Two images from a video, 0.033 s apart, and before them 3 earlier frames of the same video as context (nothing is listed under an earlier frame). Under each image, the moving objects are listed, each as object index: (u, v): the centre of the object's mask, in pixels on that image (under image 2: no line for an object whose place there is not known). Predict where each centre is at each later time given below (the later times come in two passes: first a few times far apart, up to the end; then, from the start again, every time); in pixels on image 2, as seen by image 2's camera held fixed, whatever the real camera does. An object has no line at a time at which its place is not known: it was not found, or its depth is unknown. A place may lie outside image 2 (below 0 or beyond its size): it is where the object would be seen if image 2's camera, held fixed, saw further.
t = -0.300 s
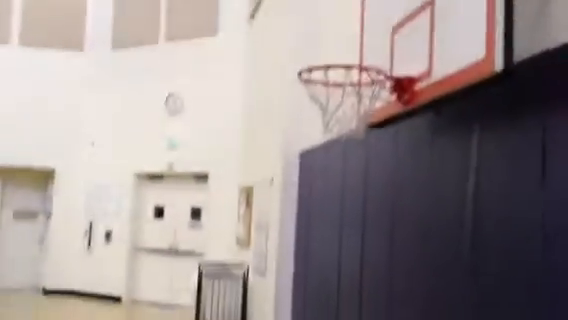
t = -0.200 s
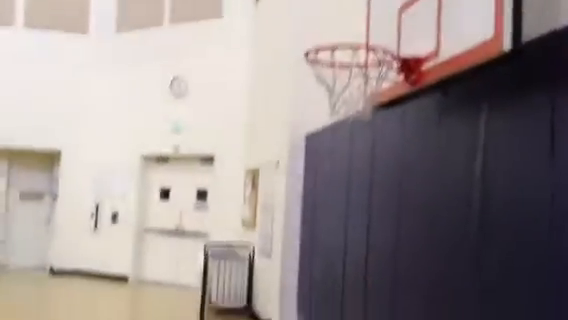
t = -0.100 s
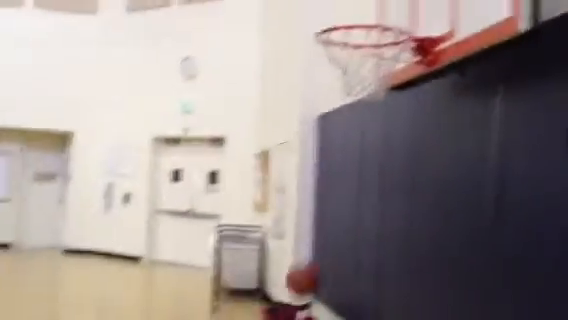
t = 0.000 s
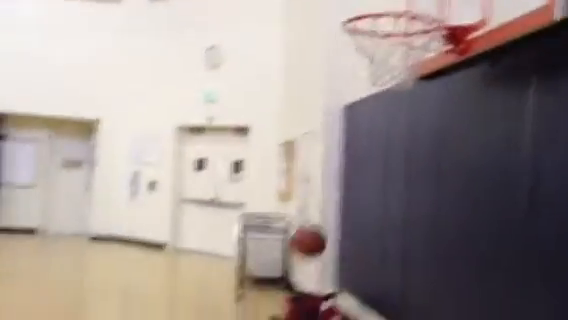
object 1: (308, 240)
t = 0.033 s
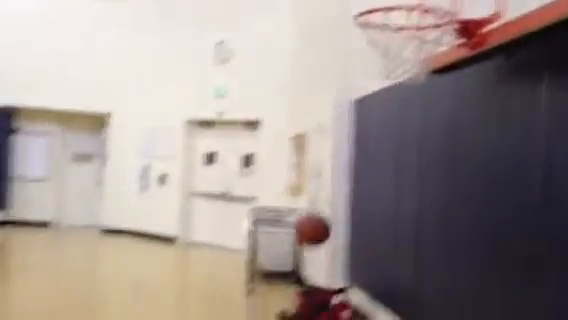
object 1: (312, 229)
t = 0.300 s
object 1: (258, 228)
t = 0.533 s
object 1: (205, 307)
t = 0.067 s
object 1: (306, 224)
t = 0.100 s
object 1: (299, 220)
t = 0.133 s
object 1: (292, 218)
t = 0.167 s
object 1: (286, 217)
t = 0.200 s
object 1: (279, 218)
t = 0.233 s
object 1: (271, 220)
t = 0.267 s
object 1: (265, 223)
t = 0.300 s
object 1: (258, 228)
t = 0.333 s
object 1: (251, 236)
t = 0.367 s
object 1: (244, 244)
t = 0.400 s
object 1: (237, 253)
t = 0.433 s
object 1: (229, 264)
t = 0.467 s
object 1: (221, 277)
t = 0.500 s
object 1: (212, 291)
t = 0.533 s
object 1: (205, 307)
